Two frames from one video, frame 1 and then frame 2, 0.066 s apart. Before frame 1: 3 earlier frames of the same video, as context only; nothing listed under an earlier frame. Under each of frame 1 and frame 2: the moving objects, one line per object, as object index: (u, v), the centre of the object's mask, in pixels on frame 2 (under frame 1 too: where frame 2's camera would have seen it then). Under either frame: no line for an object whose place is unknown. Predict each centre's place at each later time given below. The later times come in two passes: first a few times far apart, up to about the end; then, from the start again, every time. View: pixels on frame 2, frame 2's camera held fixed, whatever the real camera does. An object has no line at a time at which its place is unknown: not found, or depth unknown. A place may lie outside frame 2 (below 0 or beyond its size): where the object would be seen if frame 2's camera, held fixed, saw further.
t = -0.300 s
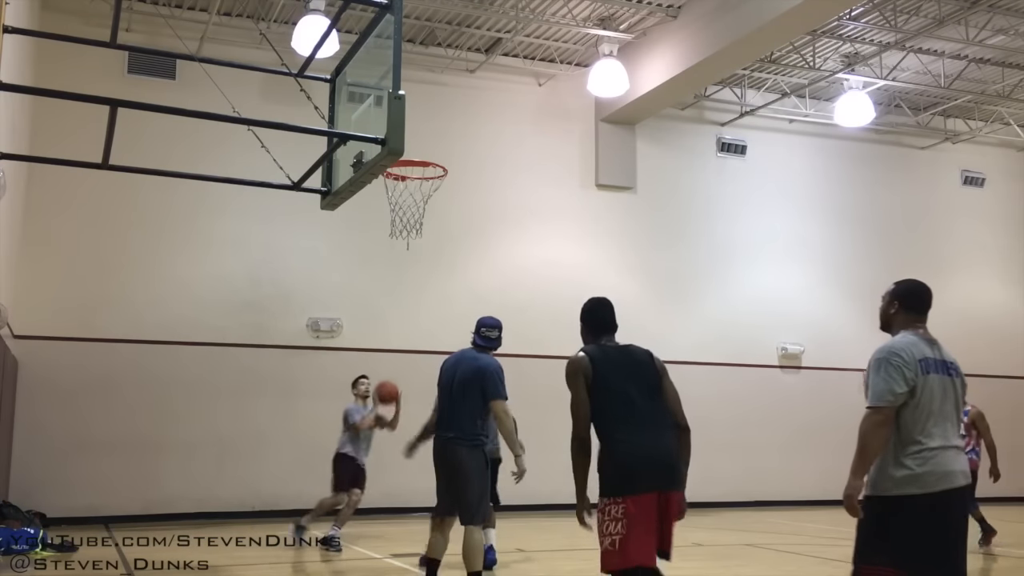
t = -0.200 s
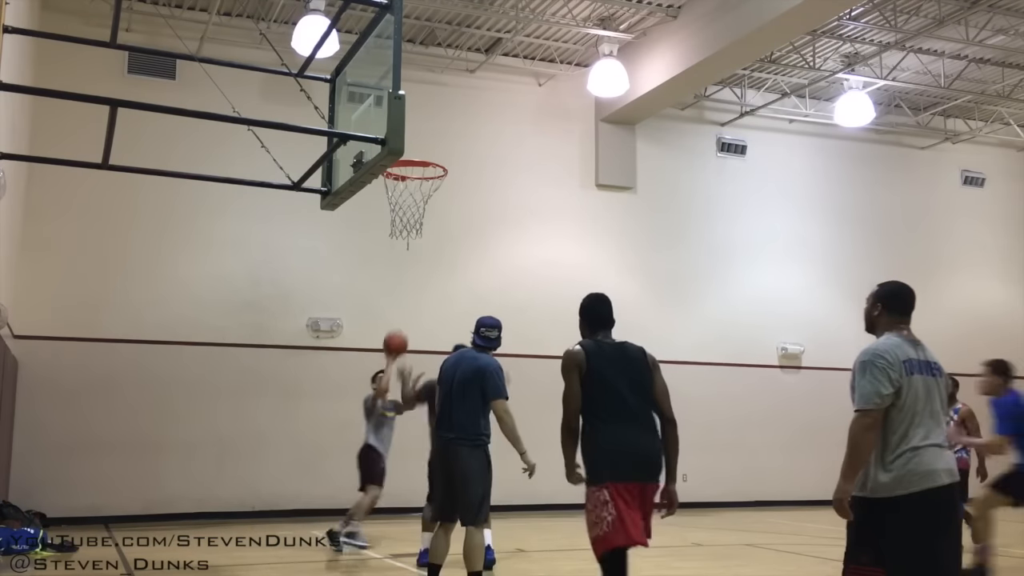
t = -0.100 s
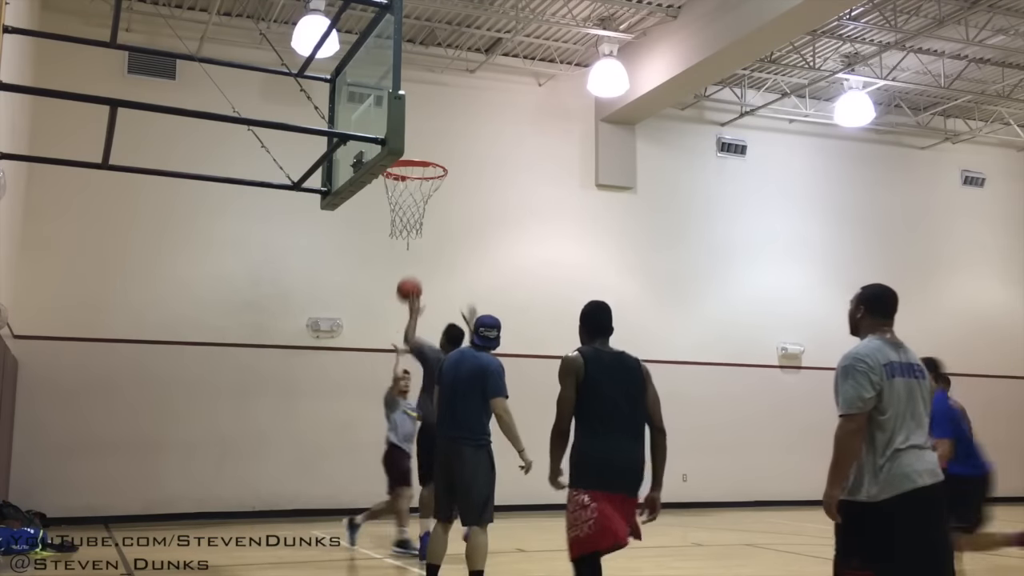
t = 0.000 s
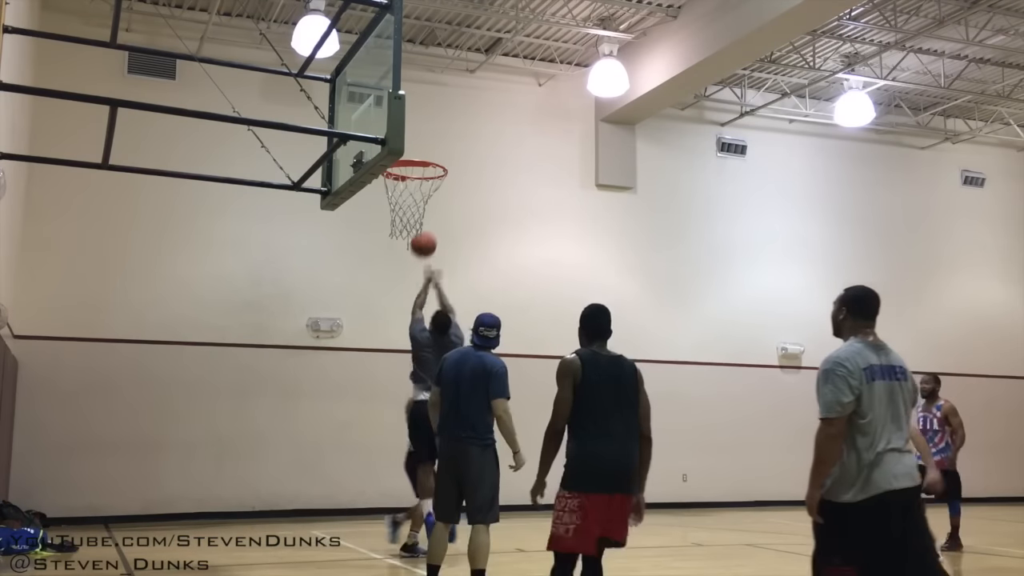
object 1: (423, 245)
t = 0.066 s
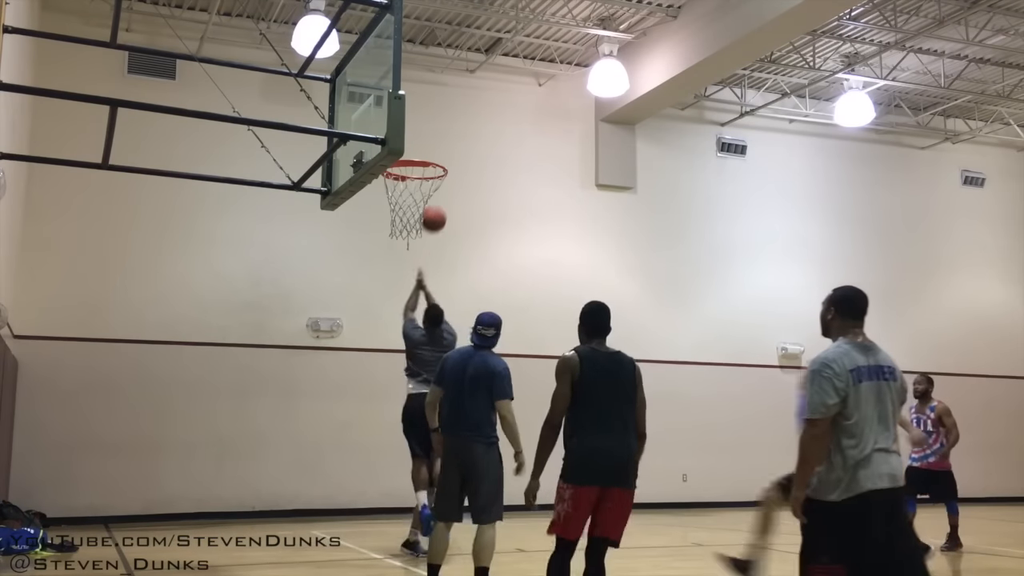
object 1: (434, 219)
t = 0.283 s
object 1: (465, 165)
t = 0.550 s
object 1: (510, 165)
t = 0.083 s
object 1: (436, 213)
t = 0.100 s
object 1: (438, 208)
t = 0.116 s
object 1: (441, 204)
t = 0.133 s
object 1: (443, 198)
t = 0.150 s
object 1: (445, 193)
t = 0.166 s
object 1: (448, 189)
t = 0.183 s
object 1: (451, 185)
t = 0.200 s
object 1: (454, 181)
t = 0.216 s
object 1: (456, 177)
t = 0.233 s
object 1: (458, 173)
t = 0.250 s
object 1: (460, 170)
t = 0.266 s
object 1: (463, 168)
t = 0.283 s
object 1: (465, 165)
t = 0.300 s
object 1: (468, 163)
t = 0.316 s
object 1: (471, 161)
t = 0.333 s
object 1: (473, 159)
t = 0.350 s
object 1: (476, 158)
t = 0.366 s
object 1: (478, 157)
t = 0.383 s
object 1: (481, 155)
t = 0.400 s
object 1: (484, 155)
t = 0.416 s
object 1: (487, 155)
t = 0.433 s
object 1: (489, 155)
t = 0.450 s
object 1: (492, 155)
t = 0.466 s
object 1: (495, 156)
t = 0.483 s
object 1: (498, 158)
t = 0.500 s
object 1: (501, 159)
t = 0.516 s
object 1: (504, 161)
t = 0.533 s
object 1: (507, 163)
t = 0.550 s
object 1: (510, 165)
